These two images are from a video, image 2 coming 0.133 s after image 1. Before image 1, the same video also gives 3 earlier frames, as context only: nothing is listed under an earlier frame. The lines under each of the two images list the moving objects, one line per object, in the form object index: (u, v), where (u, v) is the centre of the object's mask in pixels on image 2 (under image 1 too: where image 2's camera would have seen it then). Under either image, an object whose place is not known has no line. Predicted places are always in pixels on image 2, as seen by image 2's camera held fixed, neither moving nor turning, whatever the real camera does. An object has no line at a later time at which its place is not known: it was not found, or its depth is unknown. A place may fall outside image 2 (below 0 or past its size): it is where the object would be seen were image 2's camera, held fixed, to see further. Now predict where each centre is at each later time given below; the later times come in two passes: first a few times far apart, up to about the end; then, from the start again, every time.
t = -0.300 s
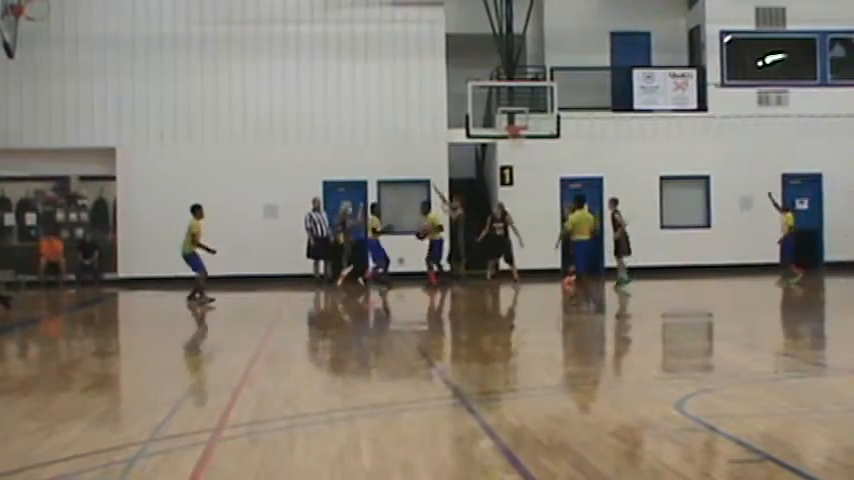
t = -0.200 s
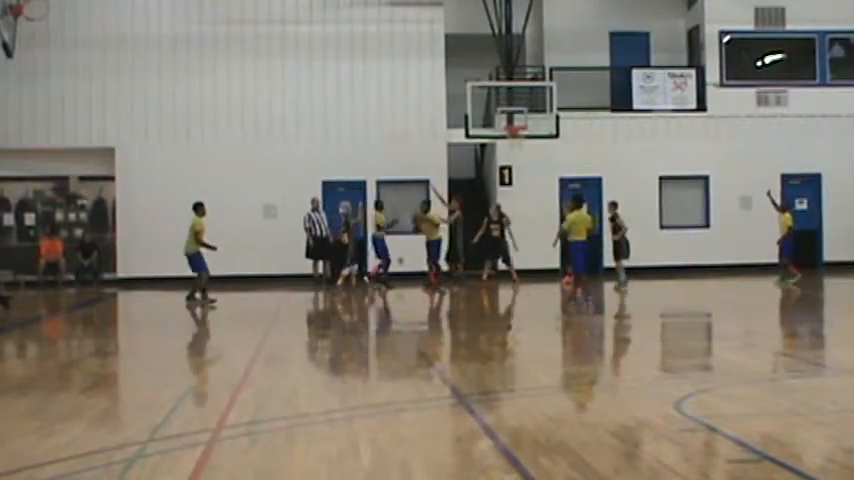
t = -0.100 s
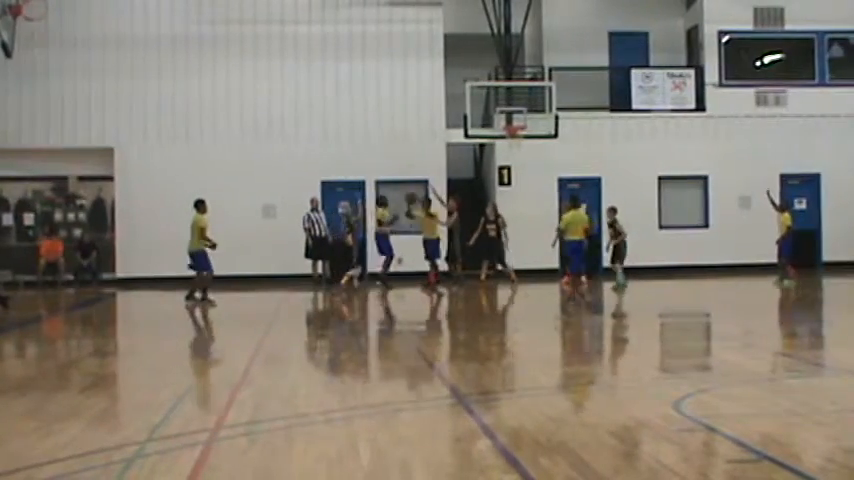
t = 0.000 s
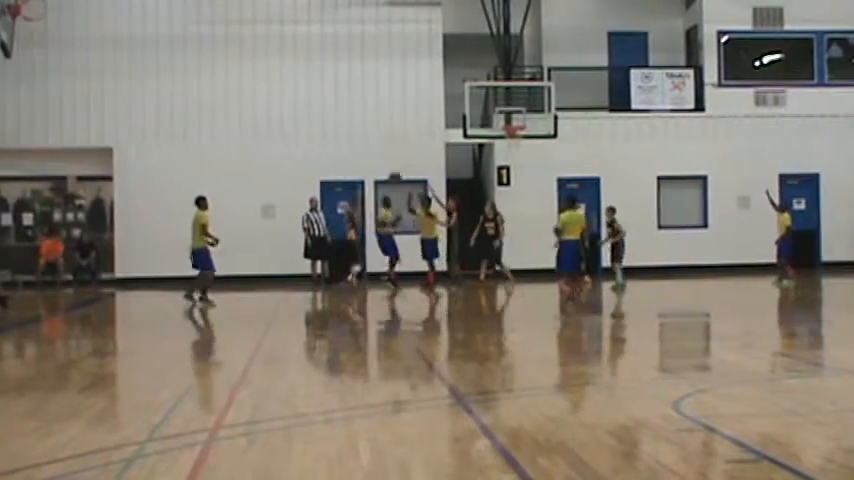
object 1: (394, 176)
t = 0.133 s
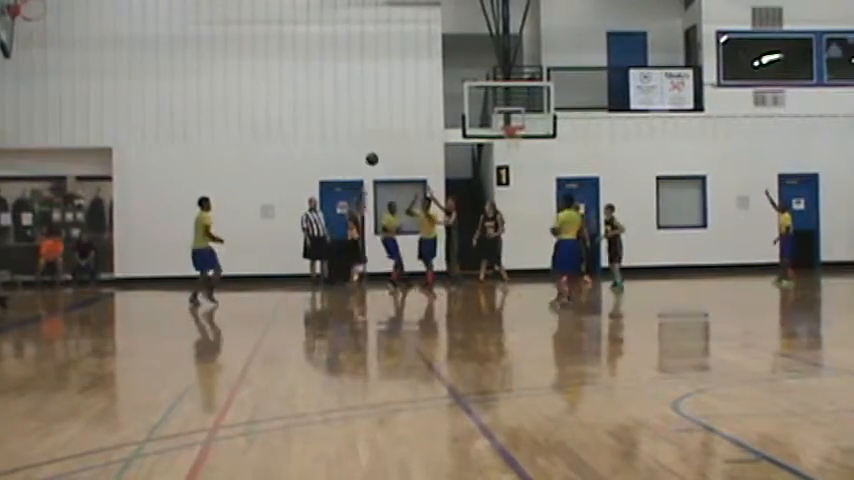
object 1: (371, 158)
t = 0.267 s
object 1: (349, 149)
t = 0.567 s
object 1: (295, 167)
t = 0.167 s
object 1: (366, 154)
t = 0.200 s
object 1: (360, 152)
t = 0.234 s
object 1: (354, 150)
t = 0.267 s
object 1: (349, 149)
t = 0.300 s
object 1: (343, 148)
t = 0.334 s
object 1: (337, 148)
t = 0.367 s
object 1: (331, 149)
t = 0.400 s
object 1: (325, 150)
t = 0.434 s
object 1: (319, 152)
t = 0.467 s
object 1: (314, 155)
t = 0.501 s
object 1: (307, 158)
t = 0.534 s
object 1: (301, 162)
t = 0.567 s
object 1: (295, 167)
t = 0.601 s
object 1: (289, 173)
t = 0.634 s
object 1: (283, 179)
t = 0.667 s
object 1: (276, 186)
